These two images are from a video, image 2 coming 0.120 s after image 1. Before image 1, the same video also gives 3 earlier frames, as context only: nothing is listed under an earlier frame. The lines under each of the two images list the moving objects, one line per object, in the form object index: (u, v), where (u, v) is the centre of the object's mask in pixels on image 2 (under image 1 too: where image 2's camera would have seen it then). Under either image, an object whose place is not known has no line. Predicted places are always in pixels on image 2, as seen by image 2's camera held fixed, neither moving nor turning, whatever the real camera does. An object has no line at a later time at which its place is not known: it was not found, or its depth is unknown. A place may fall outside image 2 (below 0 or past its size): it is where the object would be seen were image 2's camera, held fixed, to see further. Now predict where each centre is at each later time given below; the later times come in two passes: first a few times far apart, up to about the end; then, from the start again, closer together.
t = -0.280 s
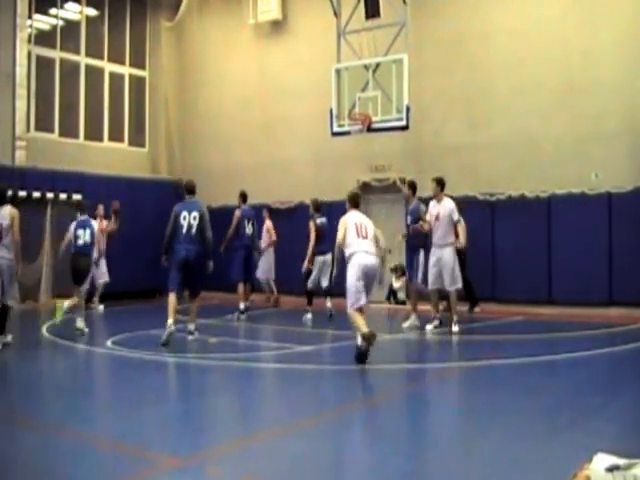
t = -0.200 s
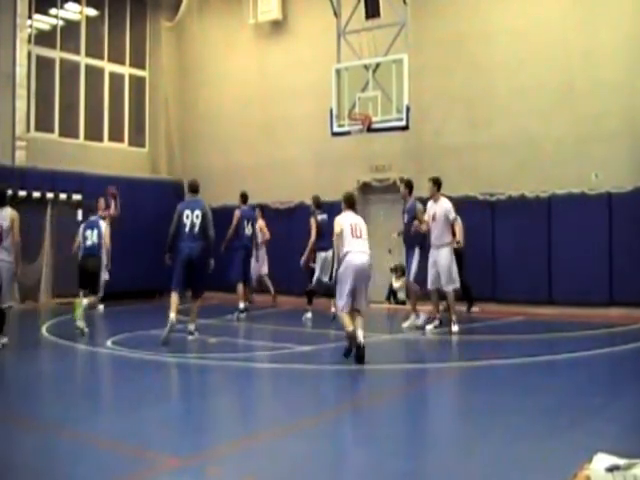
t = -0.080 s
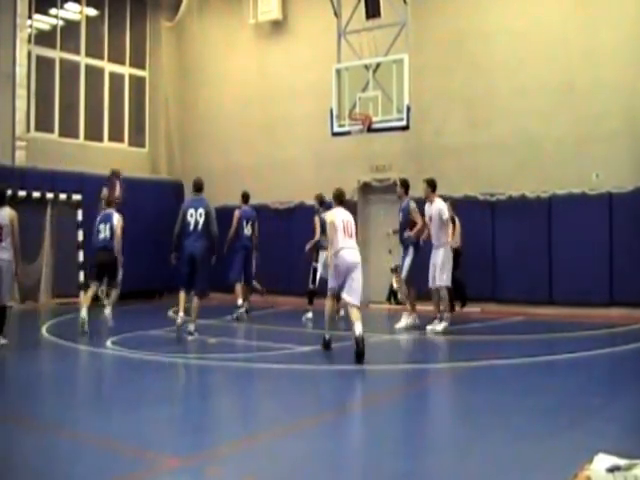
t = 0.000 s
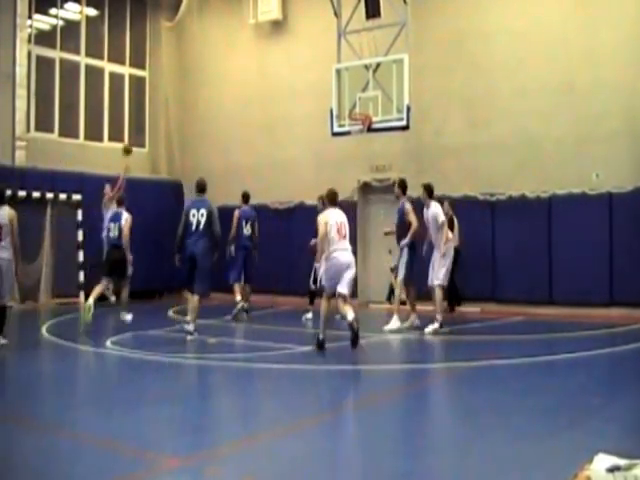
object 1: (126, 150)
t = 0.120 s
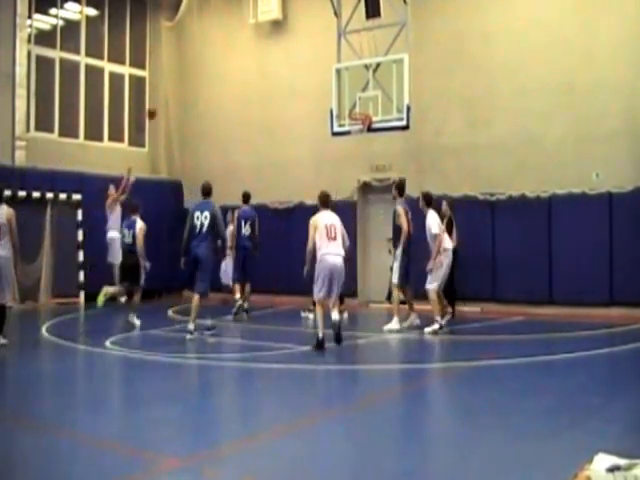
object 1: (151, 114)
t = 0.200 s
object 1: (167, 93)
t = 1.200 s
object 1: (347, 100)
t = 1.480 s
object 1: (304, 105)
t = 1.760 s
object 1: (267, 155)
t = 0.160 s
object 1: (159, 102)
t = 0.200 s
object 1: (167, 93)
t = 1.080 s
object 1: (363, 109)
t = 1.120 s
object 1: (359, 107)
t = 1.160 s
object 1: (352, 103)
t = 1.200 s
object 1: (347, 100)
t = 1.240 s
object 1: (340, 98)
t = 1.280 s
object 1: (333, 96)
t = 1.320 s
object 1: (327, 96)
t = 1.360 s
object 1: (321, 97)
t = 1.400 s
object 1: (315, 99)
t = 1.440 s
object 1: (310, 102)
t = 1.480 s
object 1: (304, 105)
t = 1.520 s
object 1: (298, 110)
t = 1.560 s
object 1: (293, 116)
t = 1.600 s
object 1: (287, 122)
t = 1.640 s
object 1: (282, 129)
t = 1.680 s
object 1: (277, 137)
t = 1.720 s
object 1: (271, 146)
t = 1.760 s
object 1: (267, 155)
